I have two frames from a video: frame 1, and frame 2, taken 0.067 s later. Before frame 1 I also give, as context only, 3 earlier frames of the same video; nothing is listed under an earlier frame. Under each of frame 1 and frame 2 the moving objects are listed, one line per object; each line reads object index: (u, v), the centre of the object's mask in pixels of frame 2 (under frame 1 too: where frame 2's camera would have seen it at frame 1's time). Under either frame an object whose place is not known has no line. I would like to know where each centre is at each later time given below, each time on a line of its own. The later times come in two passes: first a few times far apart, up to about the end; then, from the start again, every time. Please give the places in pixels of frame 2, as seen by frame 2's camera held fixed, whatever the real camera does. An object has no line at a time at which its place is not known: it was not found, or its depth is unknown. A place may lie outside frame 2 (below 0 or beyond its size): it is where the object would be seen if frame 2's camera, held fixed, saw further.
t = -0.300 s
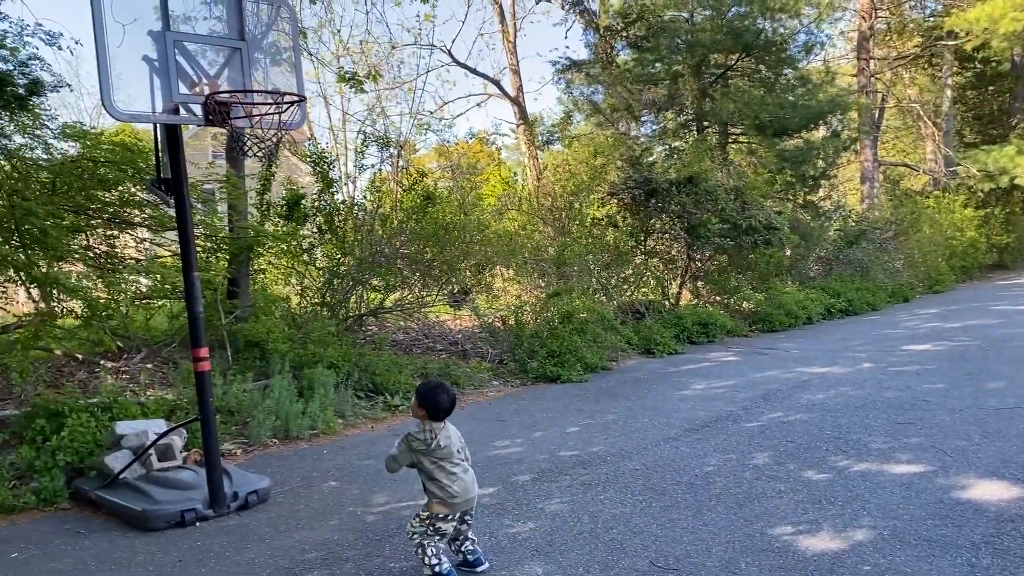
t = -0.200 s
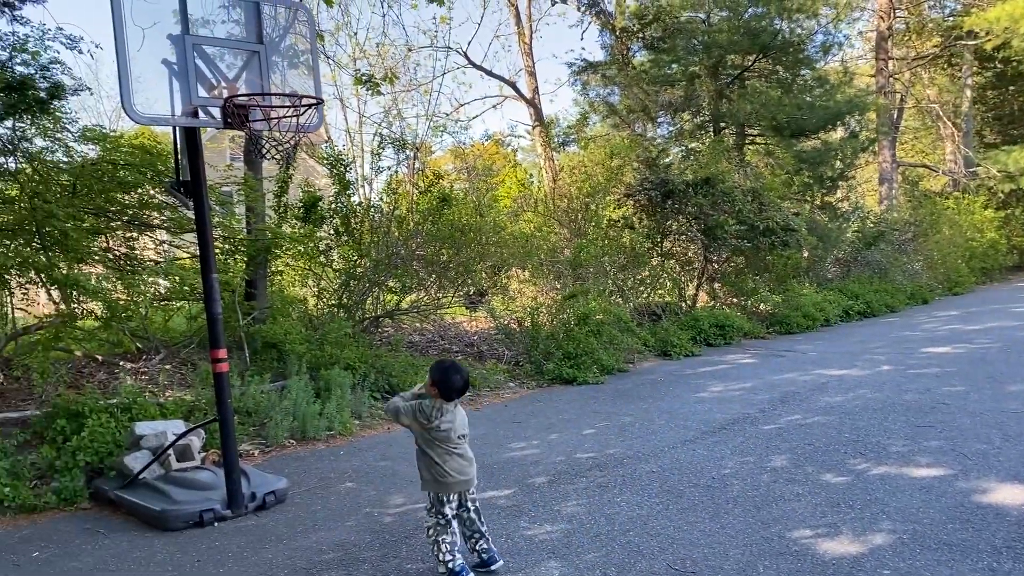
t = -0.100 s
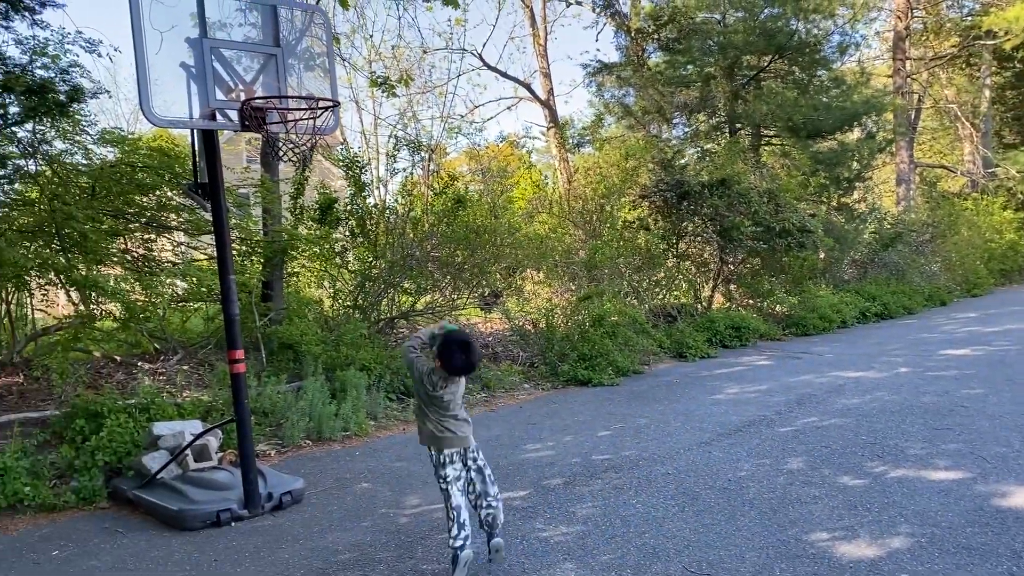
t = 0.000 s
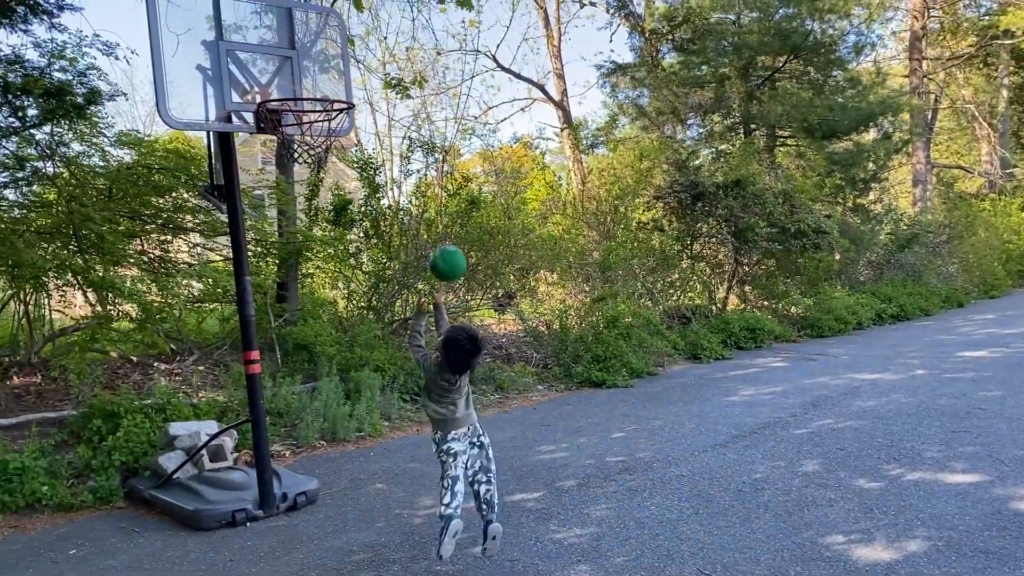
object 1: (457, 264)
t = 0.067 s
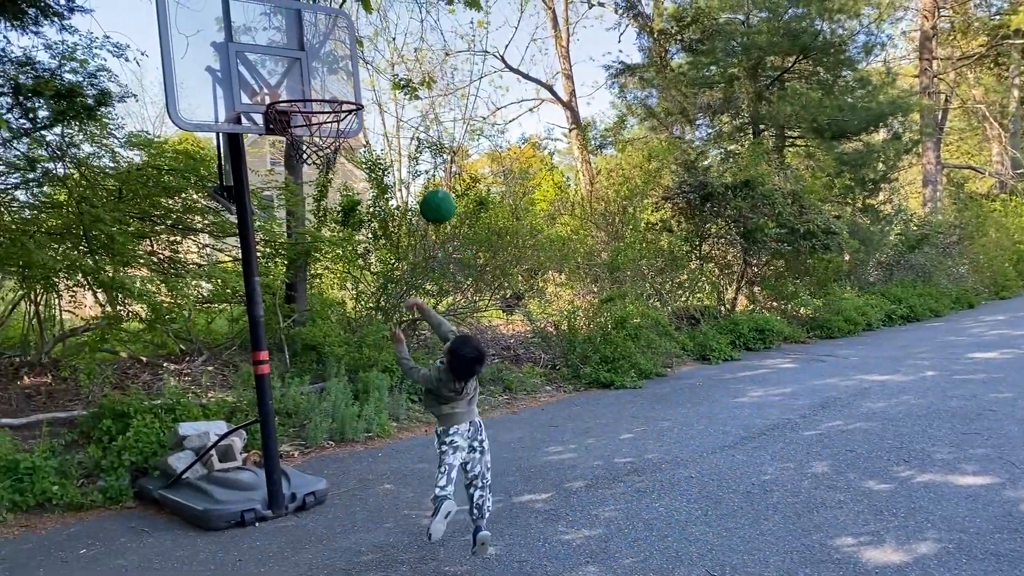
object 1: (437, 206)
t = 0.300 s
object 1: (374, 72)
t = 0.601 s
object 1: (303, 59)
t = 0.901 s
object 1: (275, 91)
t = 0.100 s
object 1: (428, 181)
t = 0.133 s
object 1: (419, 157)
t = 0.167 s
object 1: (409, 136)
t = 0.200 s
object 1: (400, 116)
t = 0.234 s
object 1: (391, 99)
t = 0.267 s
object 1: (382, 84)
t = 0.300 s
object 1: (374, 72)
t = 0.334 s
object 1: (365, 61)
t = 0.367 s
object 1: (358, 53)
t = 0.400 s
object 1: (350, 47)
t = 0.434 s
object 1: (342, 43)
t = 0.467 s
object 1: (335, 42)
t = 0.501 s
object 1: (327, 44)
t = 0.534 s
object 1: (318, 47)
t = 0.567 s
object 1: (312, 52)
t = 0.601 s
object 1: (303, 59)
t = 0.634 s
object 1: (296, 69)
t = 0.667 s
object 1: (289, 81)
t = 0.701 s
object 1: (287, 78)
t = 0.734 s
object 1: (284, 75)
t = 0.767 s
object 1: (283, 74)
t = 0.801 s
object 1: (281, 75)
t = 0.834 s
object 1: (279, 78)
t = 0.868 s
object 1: (277, 84)
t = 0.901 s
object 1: (275, 91)
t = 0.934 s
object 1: (273, 102)
